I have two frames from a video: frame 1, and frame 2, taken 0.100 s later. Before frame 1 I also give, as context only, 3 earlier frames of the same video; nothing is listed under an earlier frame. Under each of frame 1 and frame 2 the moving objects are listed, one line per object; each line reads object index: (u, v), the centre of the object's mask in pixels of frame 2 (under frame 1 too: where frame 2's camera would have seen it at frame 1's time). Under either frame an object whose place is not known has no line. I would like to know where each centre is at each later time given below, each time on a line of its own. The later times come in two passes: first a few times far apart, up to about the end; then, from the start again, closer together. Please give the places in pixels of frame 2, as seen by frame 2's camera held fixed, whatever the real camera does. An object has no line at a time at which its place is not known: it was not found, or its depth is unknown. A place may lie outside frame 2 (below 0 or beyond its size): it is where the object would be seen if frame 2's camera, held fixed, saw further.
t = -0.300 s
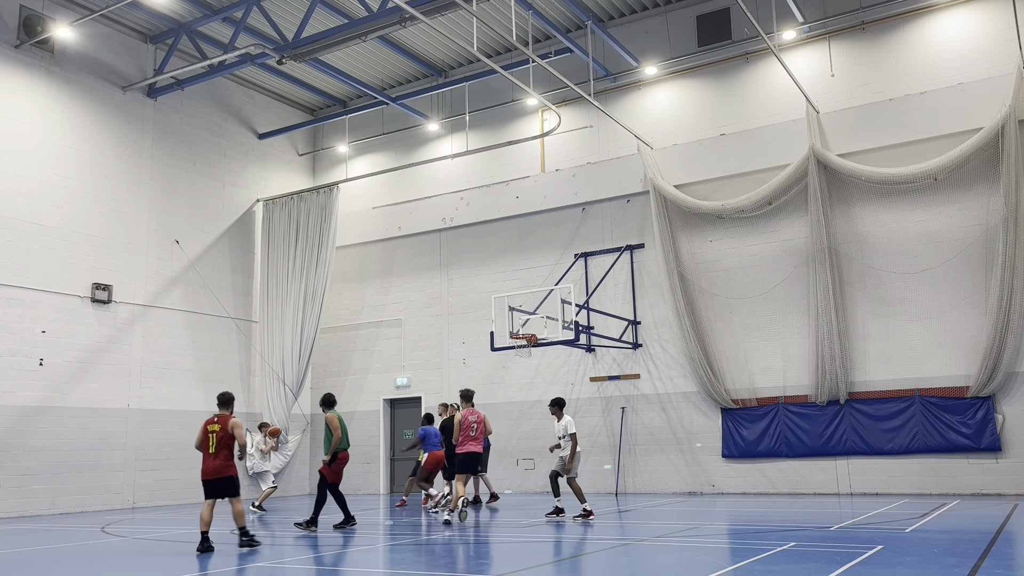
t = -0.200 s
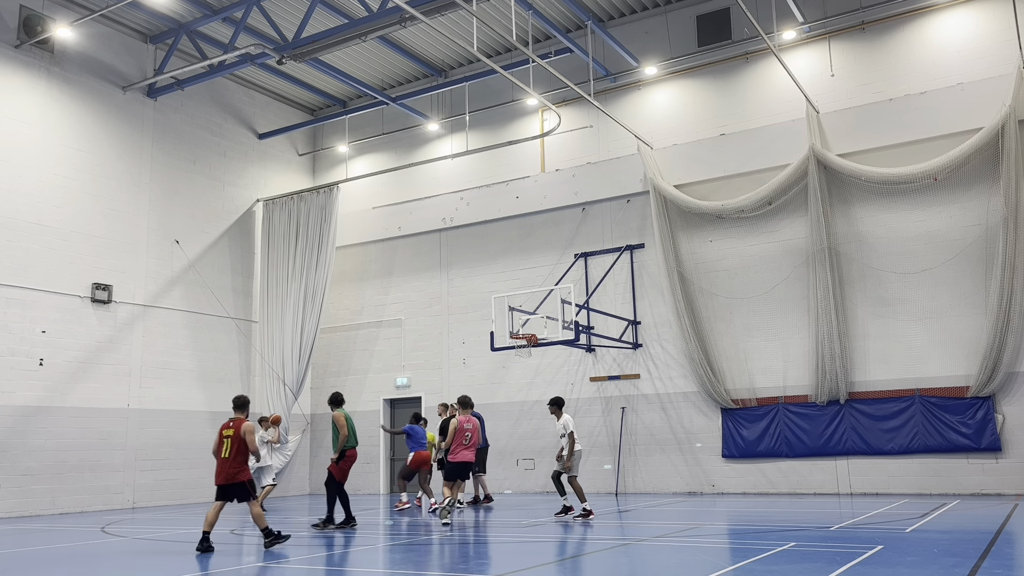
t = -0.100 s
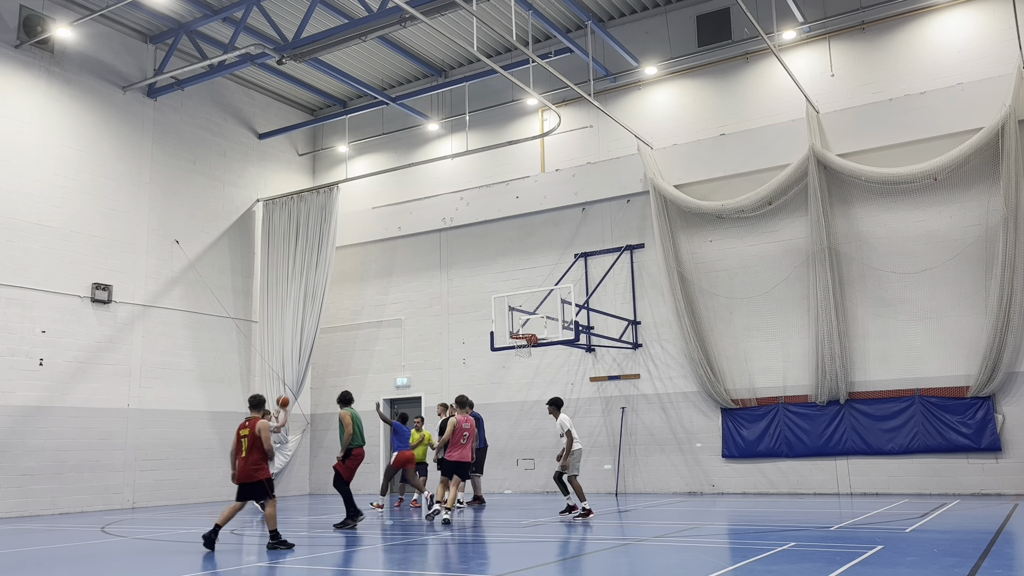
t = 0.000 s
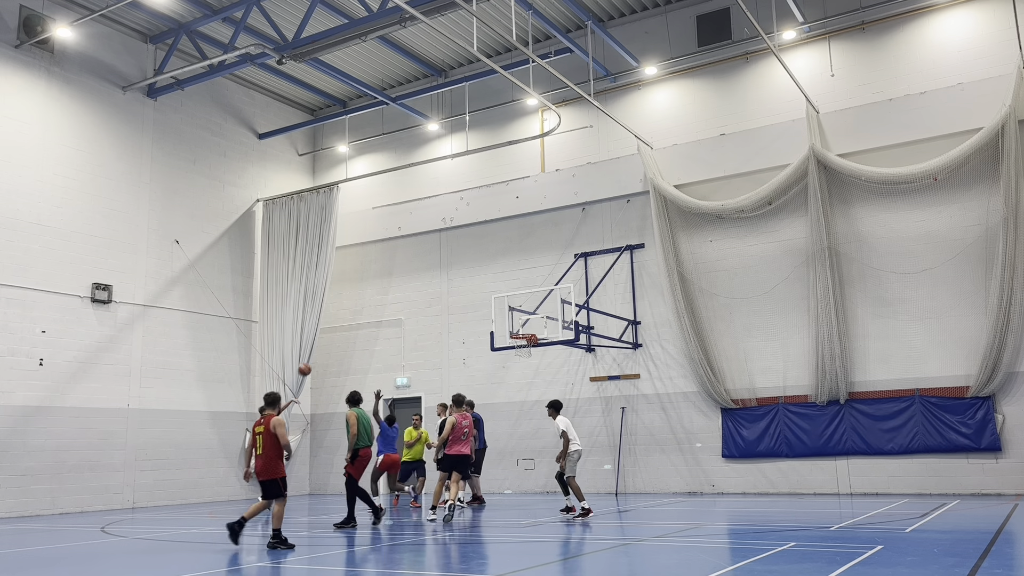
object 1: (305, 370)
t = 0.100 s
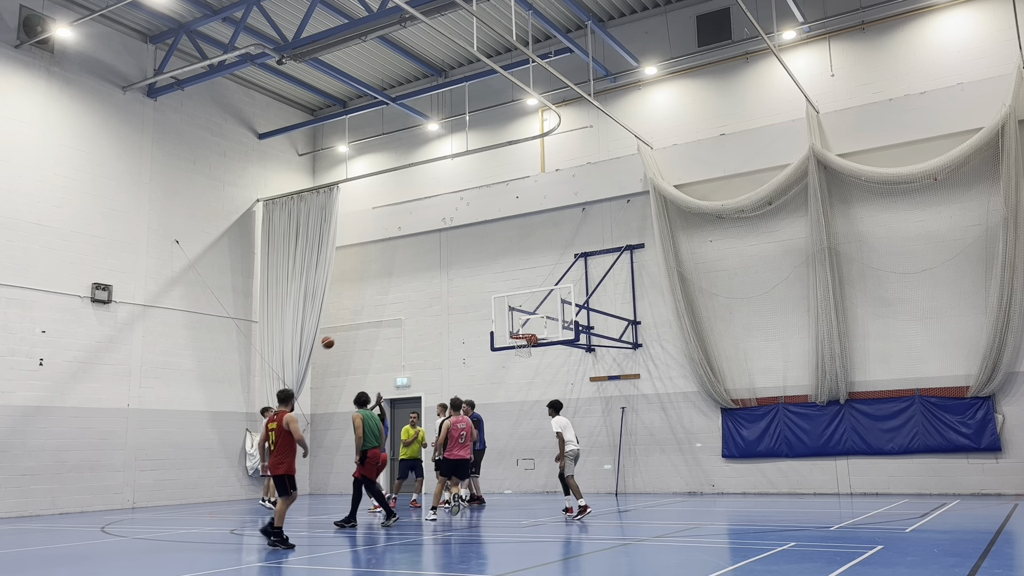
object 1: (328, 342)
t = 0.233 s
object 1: (357, 315)
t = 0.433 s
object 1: (400, 291)
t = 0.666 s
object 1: (450, 289)
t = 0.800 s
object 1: (478, 300)
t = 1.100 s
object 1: (535, 348)
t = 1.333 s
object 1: (543, 366)
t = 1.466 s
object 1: (548, 390)
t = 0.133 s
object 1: (335, 334)
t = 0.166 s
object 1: (342, 327)
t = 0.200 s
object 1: (350, 321)
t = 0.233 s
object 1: (357, 315)
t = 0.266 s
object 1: (364, 309)
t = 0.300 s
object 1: (372, 305)
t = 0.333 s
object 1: (379, 301)
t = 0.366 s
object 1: (386, 297)
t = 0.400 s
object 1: (393, 294)
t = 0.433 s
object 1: (400, 291)
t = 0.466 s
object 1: (408, 289)
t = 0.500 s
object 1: (415, 288)
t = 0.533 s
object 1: (422, 287)
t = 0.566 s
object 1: (429, 287)
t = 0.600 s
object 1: (436, 287)
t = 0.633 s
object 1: (443, 288)
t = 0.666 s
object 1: (450, 289)
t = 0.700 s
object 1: (456, 291)
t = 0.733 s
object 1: (463, 294)
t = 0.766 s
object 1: (470, 297)
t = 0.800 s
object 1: (478, 300)
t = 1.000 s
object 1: (521, 331)
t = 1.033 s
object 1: (527, 341)
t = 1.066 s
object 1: (533, 346)
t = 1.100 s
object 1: (535, 348)
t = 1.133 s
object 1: (536, 349)
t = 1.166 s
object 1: (537, 351)
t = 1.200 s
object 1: (539, 353)
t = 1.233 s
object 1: (540, 355)
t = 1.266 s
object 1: (541, 358)
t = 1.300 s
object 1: (542, 362)
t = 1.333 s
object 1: (543, 366)
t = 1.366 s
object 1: (544, 372)
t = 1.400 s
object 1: (546, 377)
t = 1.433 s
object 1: (547, 383)
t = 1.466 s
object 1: (548, 390)
